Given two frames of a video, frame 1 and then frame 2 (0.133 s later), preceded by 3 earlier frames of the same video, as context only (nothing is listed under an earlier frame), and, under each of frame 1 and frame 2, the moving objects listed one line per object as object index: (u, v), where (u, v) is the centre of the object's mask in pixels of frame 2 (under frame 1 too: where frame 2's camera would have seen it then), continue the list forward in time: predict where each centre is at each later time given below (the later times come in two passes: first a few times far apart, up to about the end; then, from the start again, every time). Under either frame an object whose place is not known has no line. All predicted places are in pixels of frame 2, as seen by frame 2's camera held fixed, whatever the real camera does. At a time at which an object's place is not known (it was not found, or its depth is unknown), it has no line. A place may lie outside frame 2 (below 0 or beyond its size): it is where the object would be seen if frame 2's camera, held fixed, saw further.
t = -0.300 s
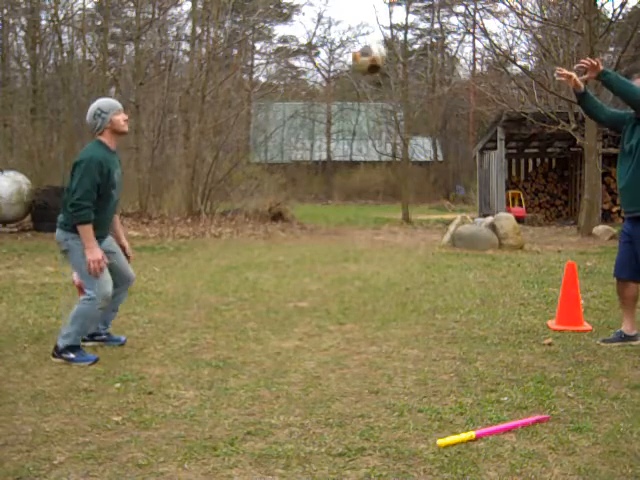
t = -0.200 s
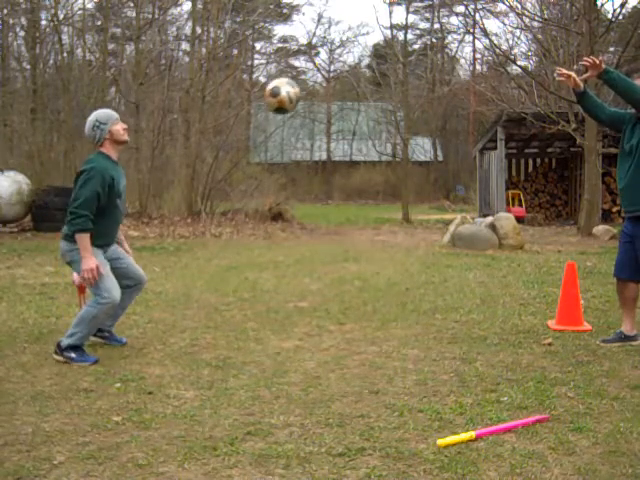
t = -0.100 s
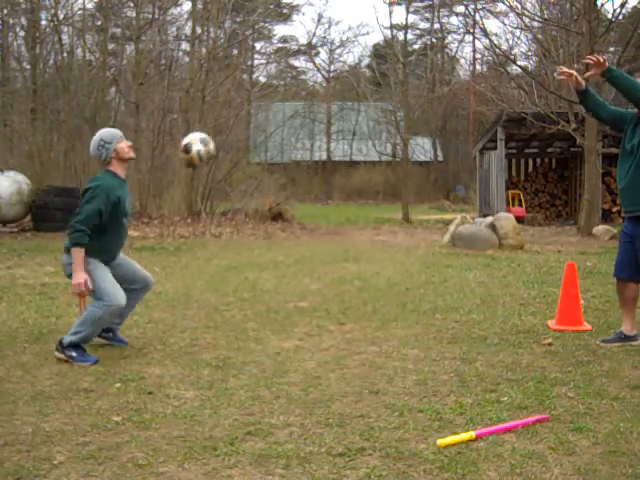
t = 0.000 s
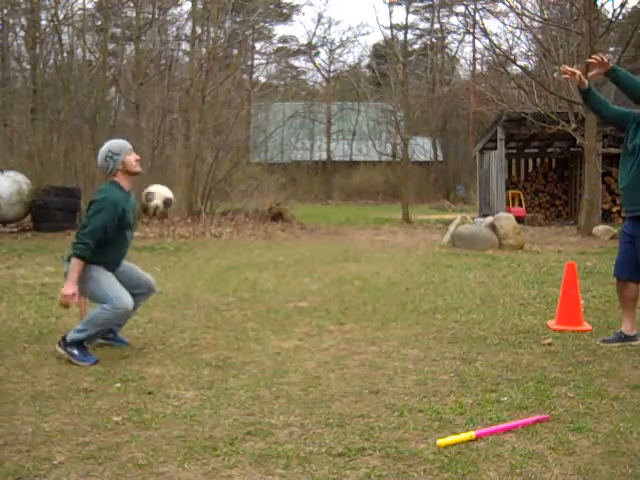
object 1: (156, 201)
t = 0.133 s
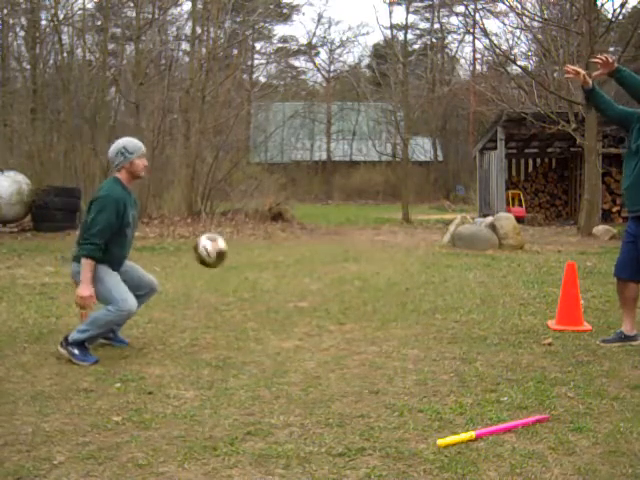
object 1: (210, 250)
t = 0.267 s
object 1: (262, 327)
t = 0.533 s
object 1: (343, 280)
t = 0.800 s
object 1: (423, 320)
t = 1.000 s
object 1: (471, 298)
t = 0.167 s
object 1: (223, 267)
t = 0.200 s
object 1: (236, 285)
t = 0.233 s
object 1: (249, 305)
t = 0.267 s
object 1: (262, 327)
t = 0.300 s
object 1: (272, 322)
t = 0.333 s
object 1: (282, 311)
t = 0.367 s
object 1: (292, 302)
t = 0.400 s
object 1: (303, 294)
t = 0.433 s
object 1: (313, 288)
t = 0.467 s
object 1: (324, 284)
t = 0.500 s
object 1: (333, 281)
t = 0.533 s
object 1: (343, 280)
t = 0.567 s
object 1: (353, 280)
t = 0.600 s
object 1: (363, 282)
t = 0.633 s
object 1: (373, 285)
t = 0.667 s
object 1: (383, 290)
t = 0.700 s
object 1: (393, 296)
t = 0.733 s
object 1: (403, 305)
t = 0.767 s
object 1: (414, 317)
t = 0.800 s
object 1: (423, 320)
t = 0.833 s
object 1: (431, 312)
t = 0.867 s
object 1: (440, 305)
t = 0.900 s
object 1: (447, 302)
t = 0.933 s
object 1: (455, 299)
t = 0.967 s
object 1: (463, 297)
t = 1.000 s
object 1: (471, 298)
